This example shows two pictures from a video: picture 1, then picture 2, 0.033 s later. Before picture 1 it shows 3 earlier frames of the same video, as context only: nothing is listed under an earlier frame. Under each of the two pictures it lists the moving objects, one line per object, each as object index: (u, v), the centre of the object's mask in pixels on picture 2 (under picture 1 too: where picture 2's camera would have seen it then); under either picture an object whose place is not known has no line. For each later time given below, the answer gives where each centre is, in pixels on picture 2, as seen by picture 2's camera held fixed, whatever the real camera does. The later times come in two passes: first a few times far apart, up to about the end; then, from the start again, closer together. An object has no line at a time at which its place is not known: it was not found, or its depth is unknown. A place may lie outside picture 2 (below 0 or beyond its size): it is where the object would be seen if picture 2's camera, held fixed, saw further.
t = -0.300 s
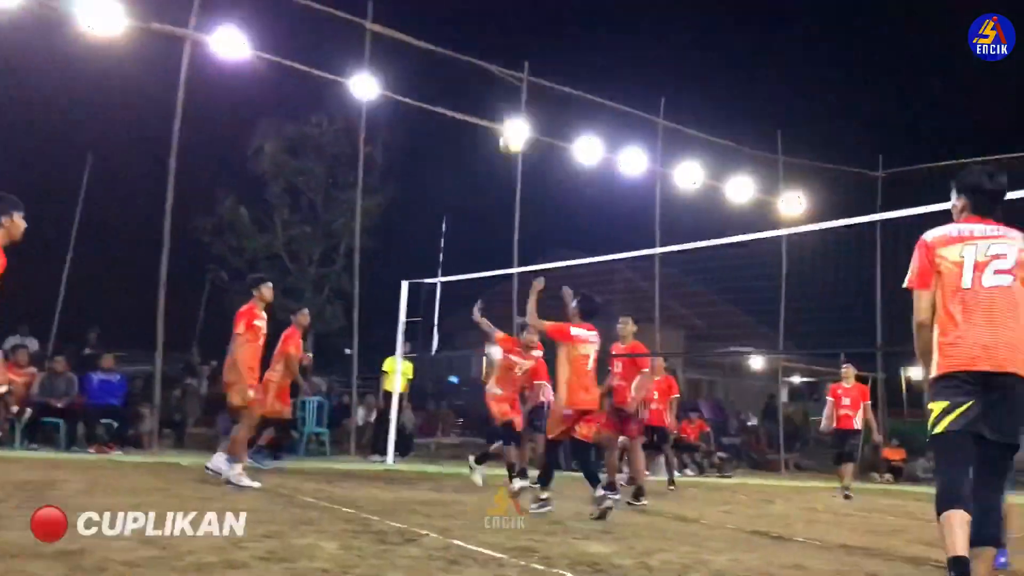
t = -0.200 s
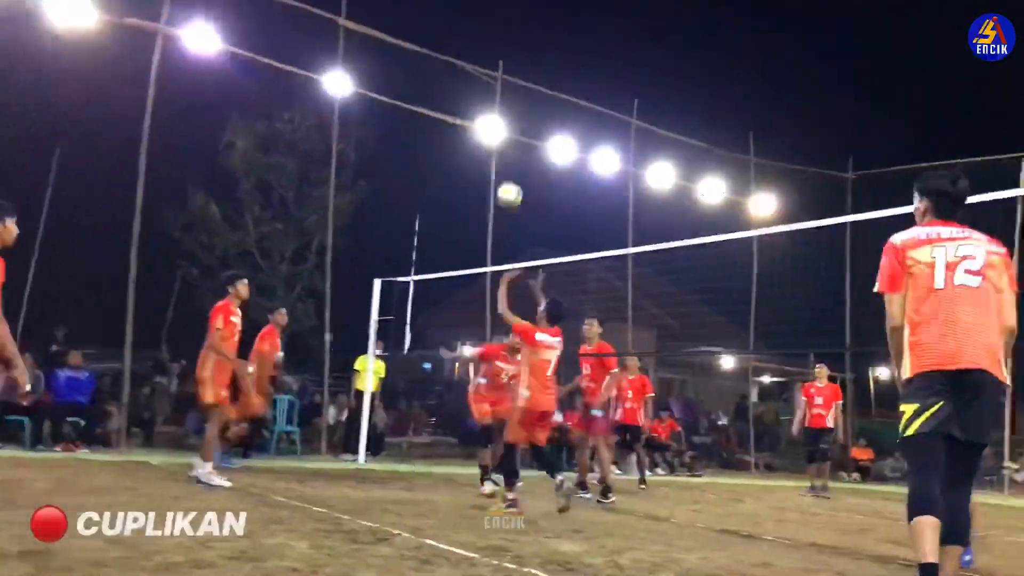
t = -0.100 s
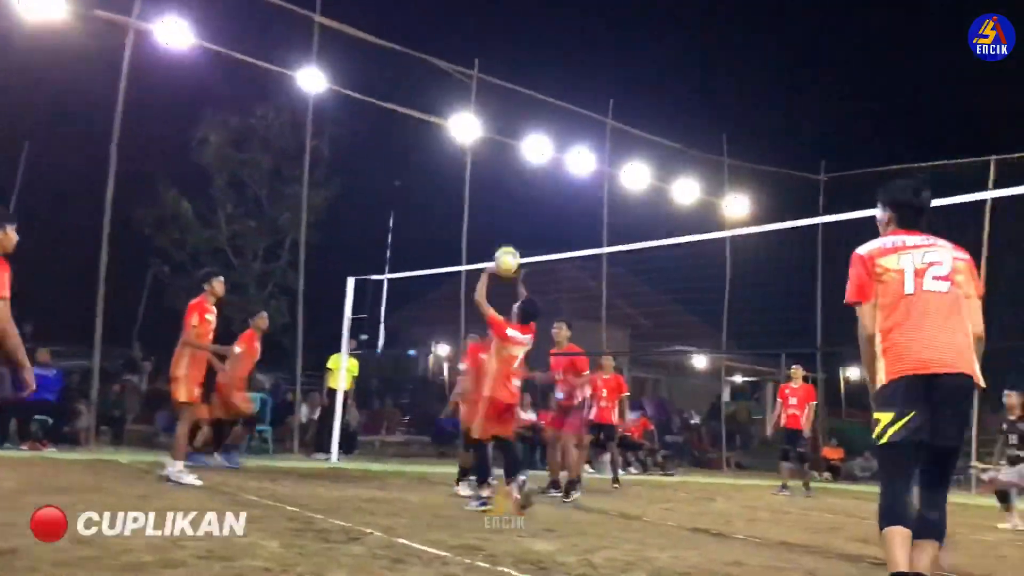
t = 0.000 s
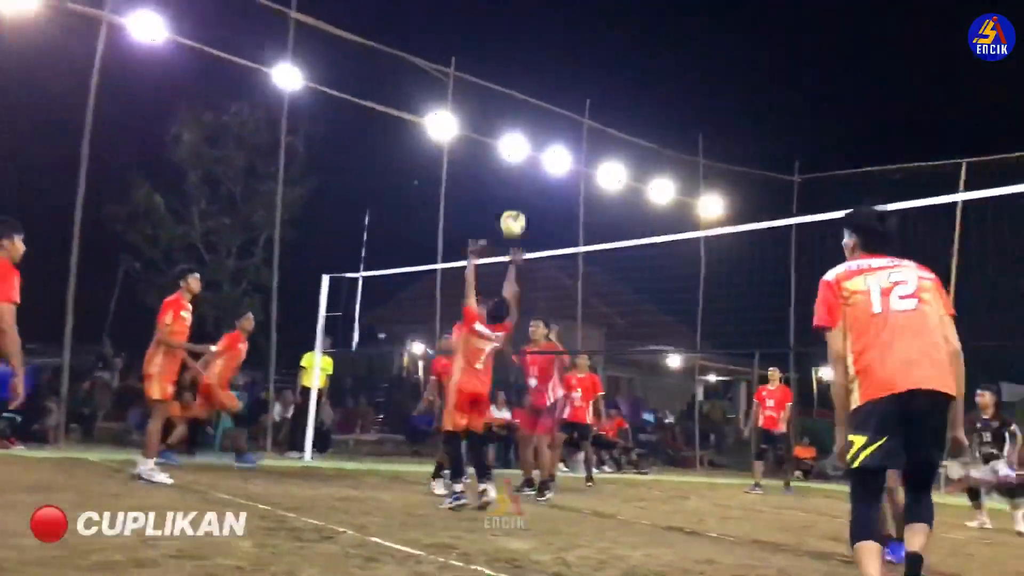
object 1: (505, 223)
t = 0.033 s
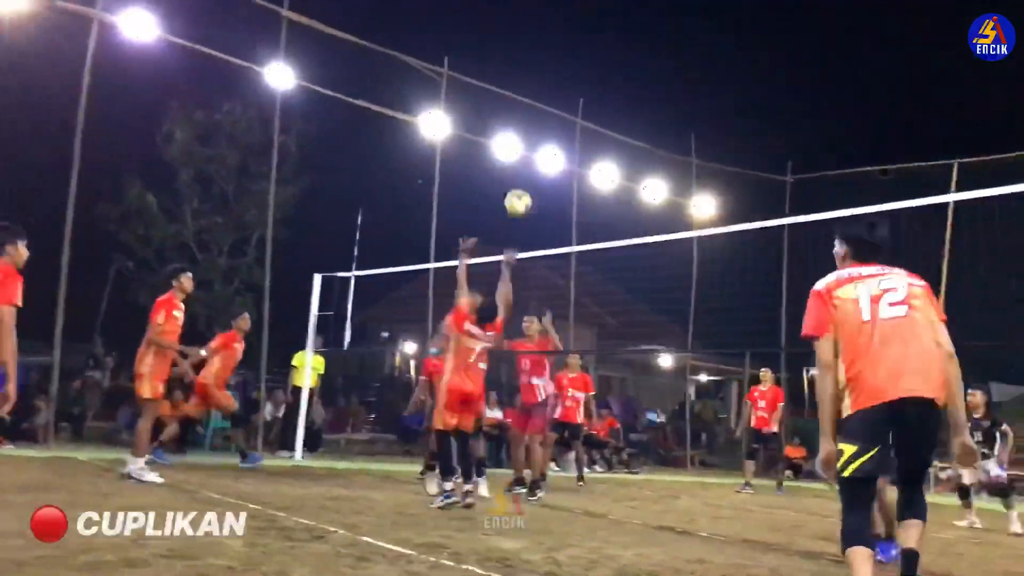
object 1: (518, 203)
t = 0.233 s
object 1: (597, 89)
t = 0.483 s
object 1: (697, 9)
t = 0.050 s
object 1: (525, 190)
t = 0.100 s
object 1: (545, 158)
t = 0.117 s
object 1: (552, 147)
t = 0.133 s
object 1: (558, 138)
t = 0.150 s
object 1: (566, 131)
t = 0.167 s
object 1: (571, 123)
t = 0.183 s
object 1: (578, 114)
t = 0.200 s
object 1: (585, 105)
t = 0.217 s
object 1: (590, 98)
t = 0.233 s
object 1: (597, 89)
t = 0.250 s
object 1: (604, 80)
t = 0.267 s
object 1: (610, 75)
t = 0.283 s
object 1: (616, 67)
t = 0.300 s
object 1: (623, 59)
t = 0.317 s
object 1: (630, 54)
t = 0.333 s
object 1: (637, 47)
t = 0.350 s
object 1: (643, 41)
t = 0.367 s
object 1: (650, 36)
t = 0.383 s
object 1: (657, 31)
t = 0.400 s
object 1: (664, 25)
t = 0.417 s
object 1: (670, 21)
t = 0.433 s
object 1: (677, 16)
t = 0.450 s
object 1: (684, 13)
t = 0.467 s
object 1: (690, 11)
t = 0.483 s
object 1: (697, 9)
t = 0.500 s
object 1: (703, 7)
